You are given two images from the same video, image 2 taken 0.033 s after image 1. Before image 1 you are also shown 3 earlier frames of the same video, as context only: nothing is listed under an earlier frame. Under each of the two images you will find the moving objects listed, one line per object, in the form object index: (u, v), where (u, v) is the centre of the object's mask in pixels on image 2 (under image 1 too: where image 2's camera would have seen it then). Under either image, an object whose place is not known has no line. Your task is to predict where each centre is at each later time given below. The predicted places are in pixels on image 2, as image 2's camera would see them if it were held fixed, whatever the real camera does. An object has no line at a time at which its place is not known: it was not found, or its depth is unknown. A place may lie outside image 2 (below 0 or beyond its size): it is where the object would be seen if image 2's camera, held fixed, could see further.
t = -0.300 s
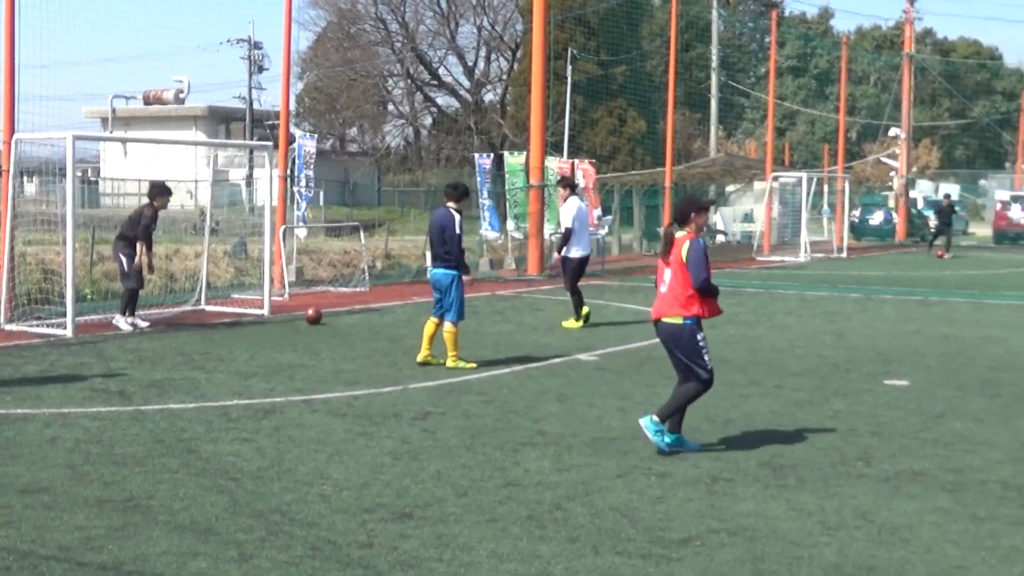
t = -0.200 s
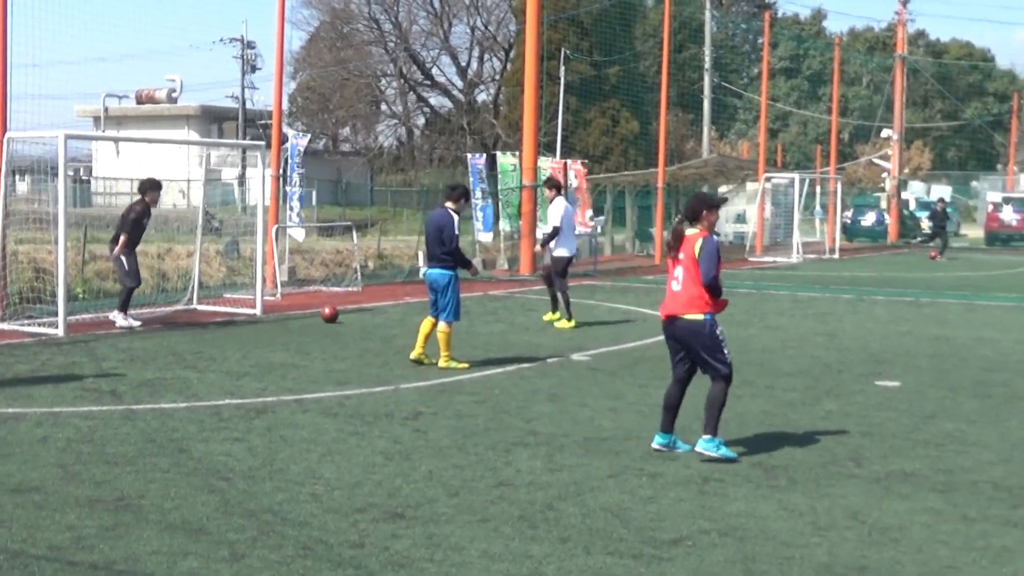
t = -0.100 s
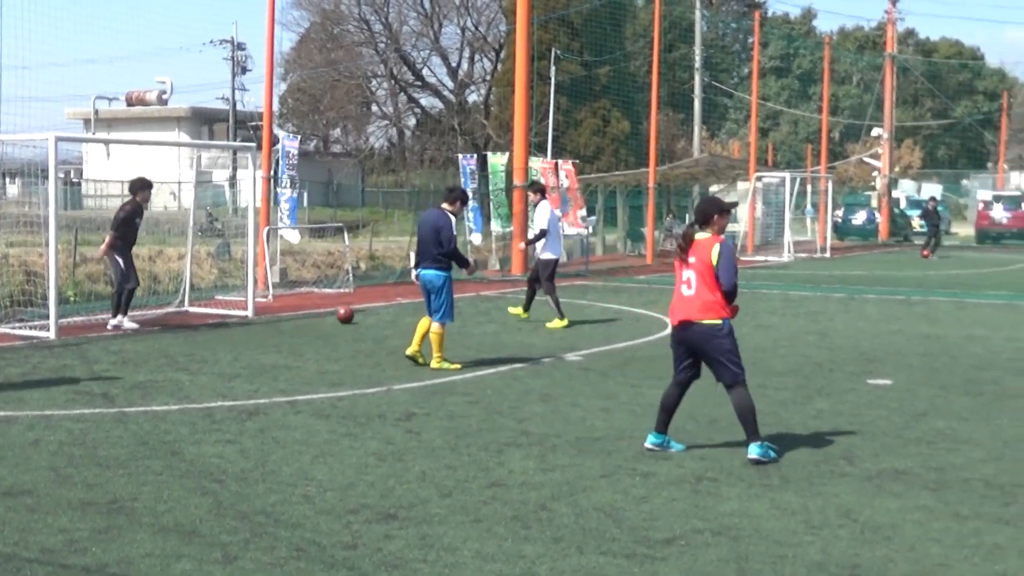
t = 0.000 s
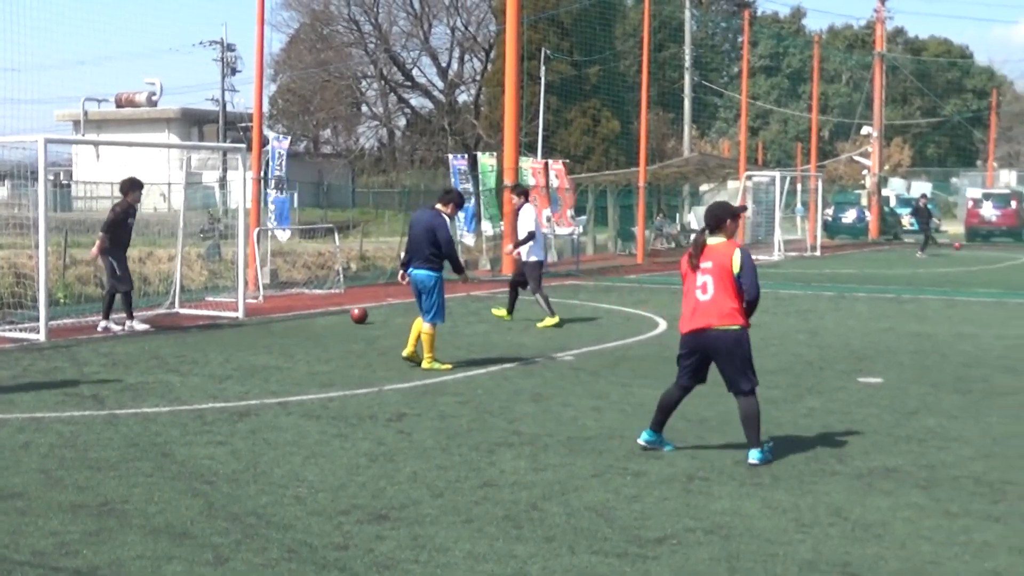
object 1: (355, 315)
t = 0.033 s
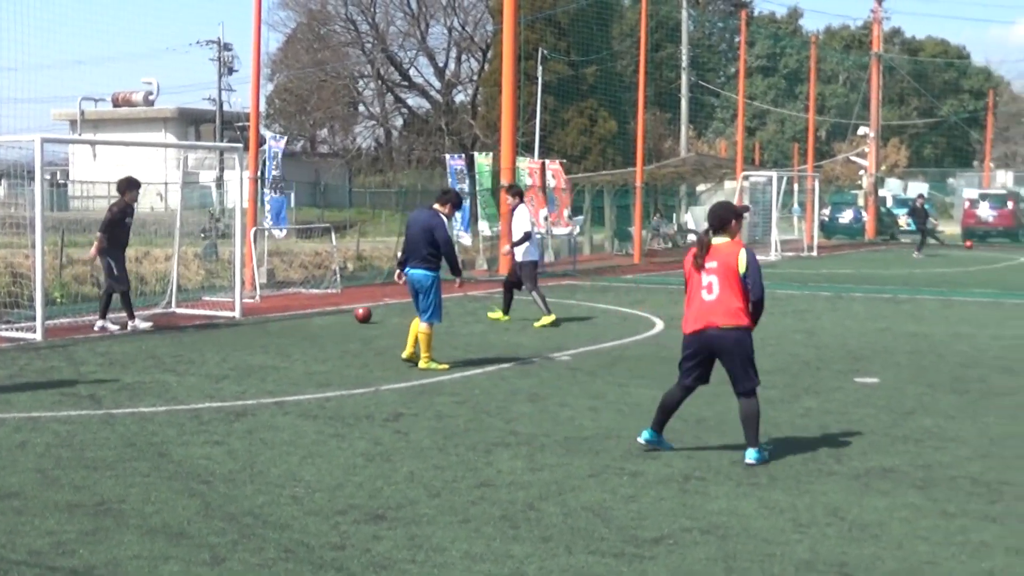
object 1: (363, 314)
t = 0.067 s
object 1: (371, 315)
